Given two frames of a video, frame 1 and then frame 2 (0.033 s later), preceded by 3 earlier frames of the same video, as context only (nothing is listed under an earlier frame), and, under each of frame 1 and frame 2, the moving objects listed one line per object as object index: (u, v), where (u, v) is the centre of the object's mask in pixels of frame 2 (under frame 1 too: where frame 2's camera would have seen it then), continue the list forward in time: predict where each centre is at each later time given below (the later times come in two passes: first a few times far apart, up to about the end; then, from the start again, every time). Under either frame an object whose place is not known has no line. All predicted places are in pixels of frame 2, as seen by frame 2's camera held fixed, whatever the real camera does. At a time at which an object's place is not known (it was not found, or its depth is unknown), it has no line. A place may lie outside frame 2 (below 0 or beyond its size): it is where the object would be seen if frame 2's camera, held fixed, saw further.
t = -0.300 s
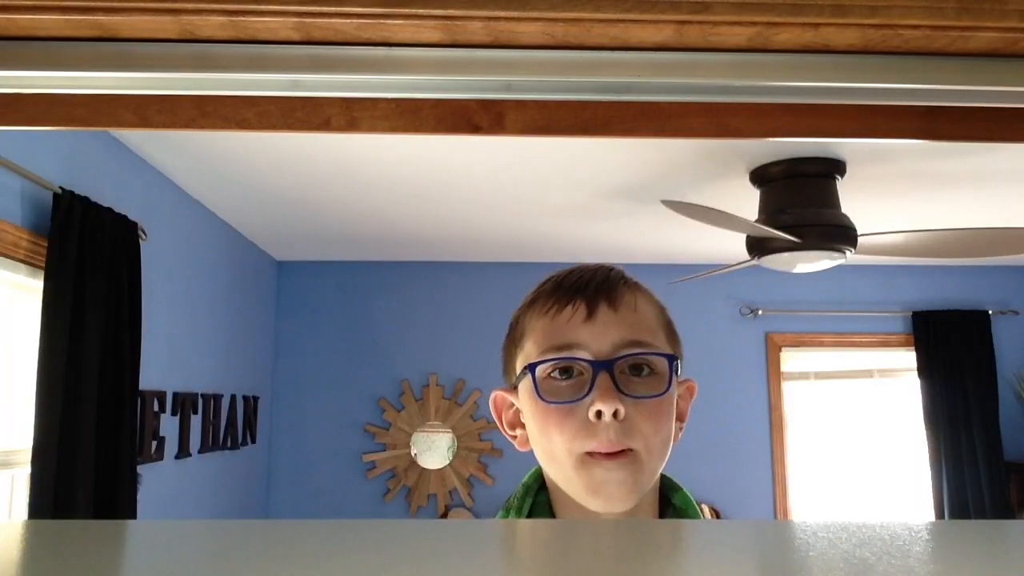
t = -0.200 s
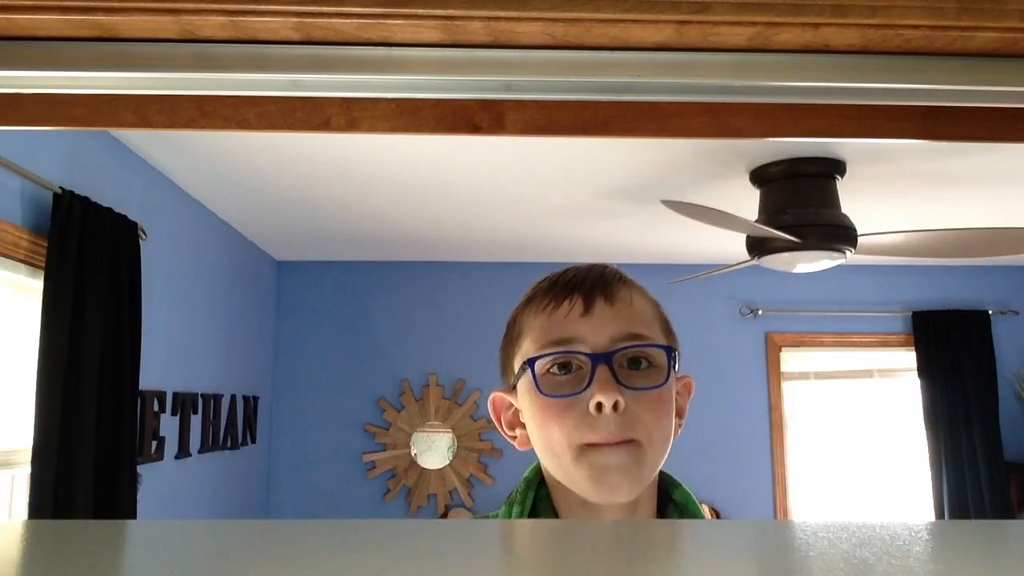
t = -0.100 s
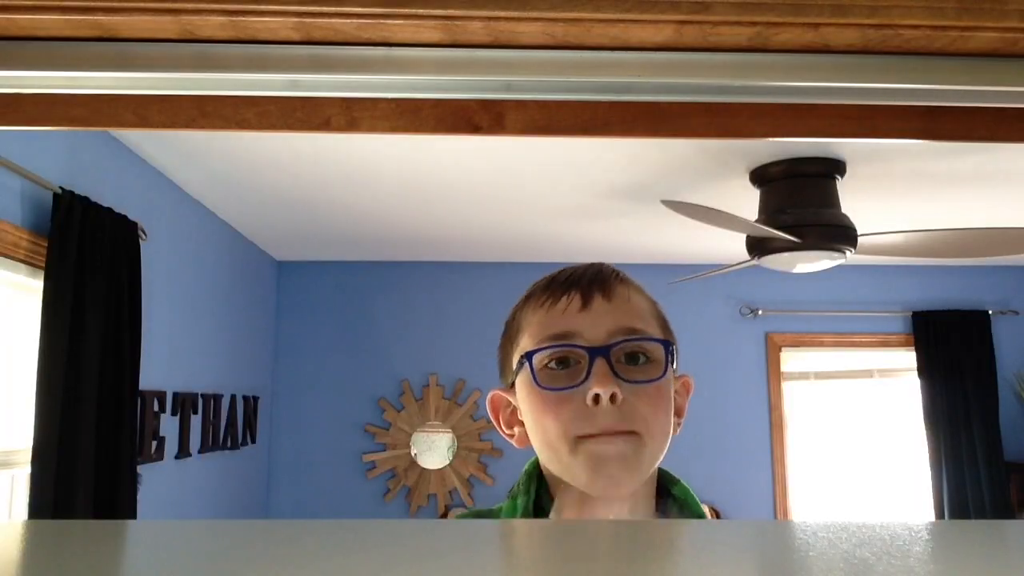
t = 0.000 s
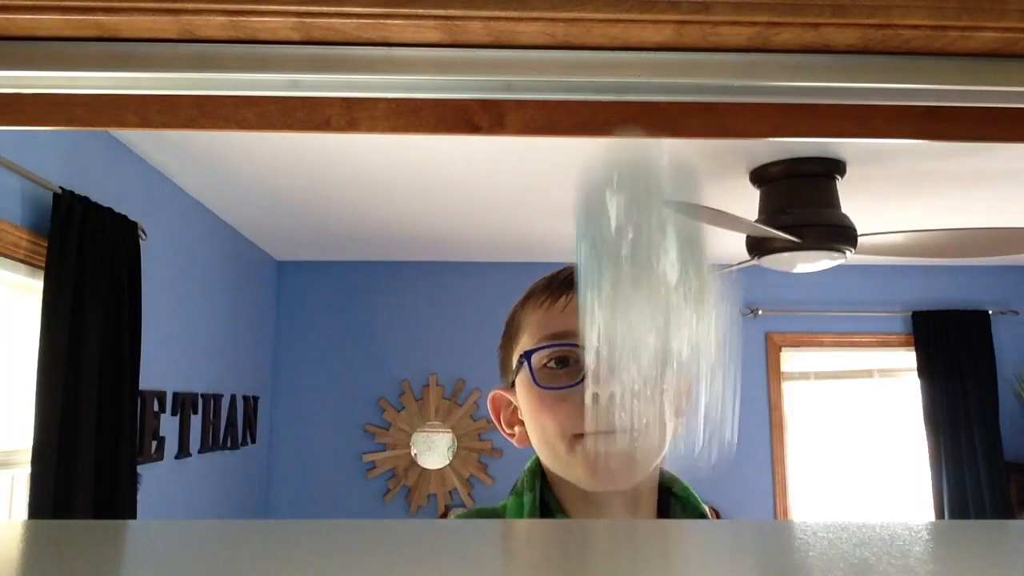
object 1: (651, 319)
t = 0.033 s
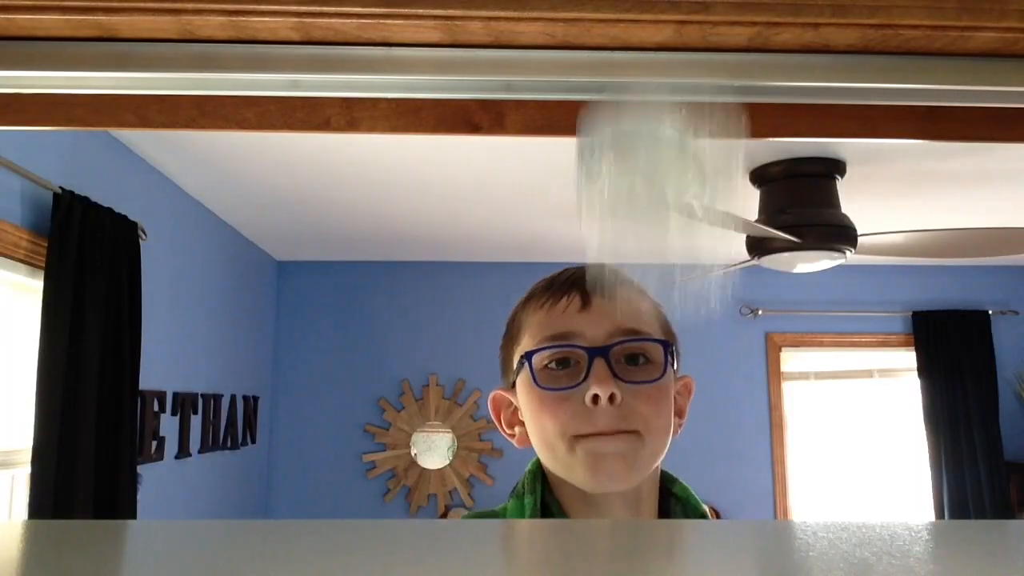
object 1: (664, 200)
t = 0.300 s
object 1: (740, 214)
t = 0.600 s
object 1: (766, 239)
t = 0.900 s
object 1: (768, 242)
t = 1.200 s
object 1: (768, 243)
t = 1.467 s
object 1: (768, 243)
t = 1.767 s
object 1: (768, 244)
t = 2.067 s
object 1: (768, 244)
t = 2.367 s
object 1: (768, 243)
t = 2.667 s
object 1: (768, 243)
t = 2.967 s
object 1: (768, 243)
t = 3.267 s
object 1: (768, 243)
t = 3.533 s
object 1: (768, 243)
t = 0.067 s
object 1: (669, 74)
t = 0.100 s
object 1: (657, 58)
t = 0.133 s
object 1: (657, 49)
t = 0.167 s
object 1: (664, 55)
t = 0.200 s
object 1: (680, 63)
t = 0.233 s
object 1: (698, 99)
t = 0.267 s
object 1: (720, 147)
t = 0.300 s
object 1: (740, 214)
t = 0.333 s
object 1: (756, 241)
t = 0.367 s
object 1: (776, 240)
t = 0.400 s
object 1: (784, 240)
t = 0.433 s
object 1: (790, 240)
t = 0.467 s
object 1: (798, 239)
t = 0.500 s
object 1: (799, 239)
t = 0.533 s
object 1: (795, 238)
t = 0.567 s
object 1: (783, 237)
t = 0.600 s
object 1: (766, 239)
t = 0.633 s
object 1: (754, 242)
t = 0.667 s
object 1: (753, 242)
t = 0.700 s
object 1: (764, 241)
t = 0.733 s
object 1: (770, 241)
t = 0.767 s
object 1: (764, 241)
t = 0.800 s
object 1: (763, 243)
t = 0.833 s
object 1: (770, 242)
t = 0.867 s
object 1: (769, 242)
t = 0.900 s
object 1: (768, 242)
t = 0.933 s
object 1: (768, 242)
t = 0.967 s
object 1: (767, 242)
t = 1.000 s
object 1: (768, 242)
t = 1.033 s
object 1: (767, 242)
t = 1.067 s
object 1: (768, 242)
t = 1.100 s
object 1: (768, 242)
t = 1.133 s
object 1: (768, 242)
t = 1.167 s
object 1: (768, 242)
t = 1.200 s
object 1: (768, 243)
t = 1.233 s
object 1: (768, 243)
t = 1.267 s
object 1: (768, 243)
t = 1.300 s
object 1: (768, 243)
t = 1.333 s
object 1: (768, 243)
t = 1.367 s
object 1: (768, 243)
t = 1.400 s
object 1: (768, 242)
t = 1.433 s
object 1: (768, 243)
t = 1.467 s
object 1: (768, 243)
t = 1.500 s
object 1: (768, 243)
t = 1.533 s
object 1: (768, 242)
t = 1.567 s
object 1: (768, 243)
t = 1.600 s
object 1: (768, 243)
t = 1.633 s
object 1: (768, 242)
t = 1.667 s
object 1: (768, 244)
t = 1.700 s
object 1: (768, 244)
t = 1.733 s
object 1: (768, 244)
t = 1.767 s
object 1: (768, 244)
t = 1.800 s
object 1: (768, 245)
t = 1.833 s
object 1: (768, 245)
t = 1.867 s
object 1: (768, 245)
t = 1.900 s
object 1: (768, 245)
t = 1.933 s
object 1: (768, 245)
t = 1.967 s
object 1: (768, 245)
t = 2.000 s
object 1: (768, 244)
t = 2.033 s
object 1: (768, 244)
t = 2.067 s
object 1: (768, 244)
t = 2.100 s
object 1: (768, 243)
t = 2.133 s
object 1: (768, 242)
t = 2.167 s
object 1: (768, 243)
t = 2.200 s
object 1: (768, 243)
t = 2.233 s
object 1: (768, 243)
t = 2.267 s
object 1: (768, 243)
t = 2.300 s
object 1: (768, 243)
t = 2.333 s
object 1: (768, 243)
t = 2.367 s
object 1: (768, 243)
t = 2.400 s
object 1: (768, 243)
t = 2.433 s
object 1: (768, 243)
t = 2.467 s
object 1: (768, 243)
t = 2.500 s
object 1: (768, 243)
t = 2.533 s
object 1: (768, 243)
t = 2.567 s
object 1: (768, 243)
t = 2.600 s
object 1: (768, 243)
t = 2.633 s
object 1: (768, 243)
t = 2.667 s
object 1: (768, 243)
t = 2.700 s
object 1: (768, 243)
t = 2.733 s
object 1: (768, 243)
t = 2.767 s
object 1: (768, 243)
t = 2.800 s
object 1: (768, 243)
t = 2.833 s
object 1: (768, 243)
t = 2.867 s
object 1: (768, 243)
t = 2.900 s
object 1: (768, 243)
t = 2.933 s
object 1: (768, 243)
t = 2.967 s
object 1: (768, 243)
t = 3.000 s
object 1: (768, 243)
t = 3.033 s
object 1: (768, 243)
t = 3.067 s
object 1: (768, 243)
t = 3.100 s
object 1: (768, 243)
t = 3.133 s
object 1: (768, 243)
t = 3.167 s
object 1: (768, 243)
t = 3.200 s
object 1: (768, 243)
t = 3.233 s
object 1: (768, 243)
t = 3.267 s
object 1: (768, 243)
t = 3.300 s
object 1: (768, 243)
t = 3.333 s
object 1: (768, 243)
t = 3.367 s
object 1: (768, 243)
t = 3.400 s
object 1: (768, 243)
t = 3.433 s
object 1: (768, 243)
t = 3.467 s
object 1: (768, 243)
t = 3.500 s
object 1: (768, 243)
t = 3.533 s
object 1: (768, 243)
